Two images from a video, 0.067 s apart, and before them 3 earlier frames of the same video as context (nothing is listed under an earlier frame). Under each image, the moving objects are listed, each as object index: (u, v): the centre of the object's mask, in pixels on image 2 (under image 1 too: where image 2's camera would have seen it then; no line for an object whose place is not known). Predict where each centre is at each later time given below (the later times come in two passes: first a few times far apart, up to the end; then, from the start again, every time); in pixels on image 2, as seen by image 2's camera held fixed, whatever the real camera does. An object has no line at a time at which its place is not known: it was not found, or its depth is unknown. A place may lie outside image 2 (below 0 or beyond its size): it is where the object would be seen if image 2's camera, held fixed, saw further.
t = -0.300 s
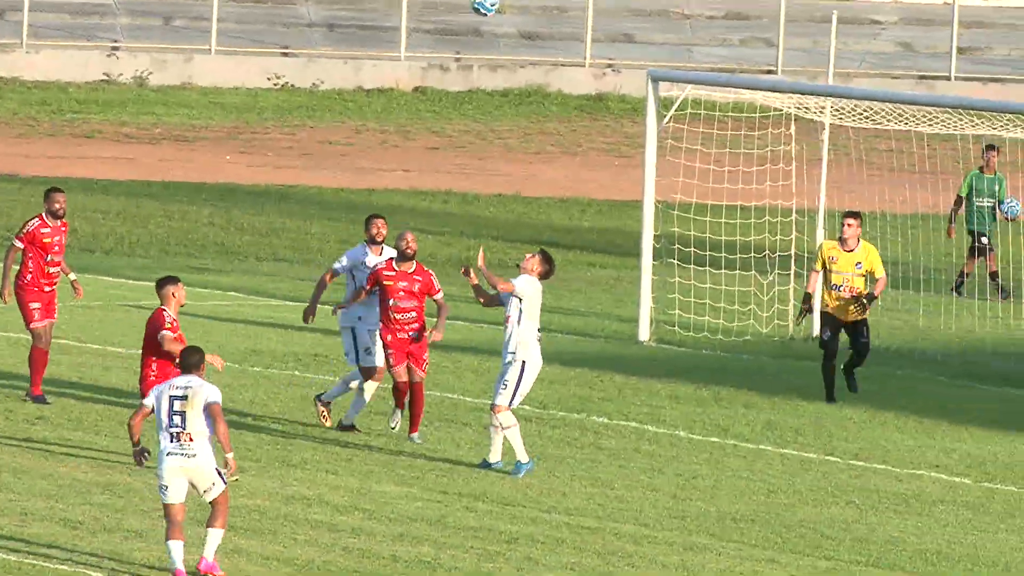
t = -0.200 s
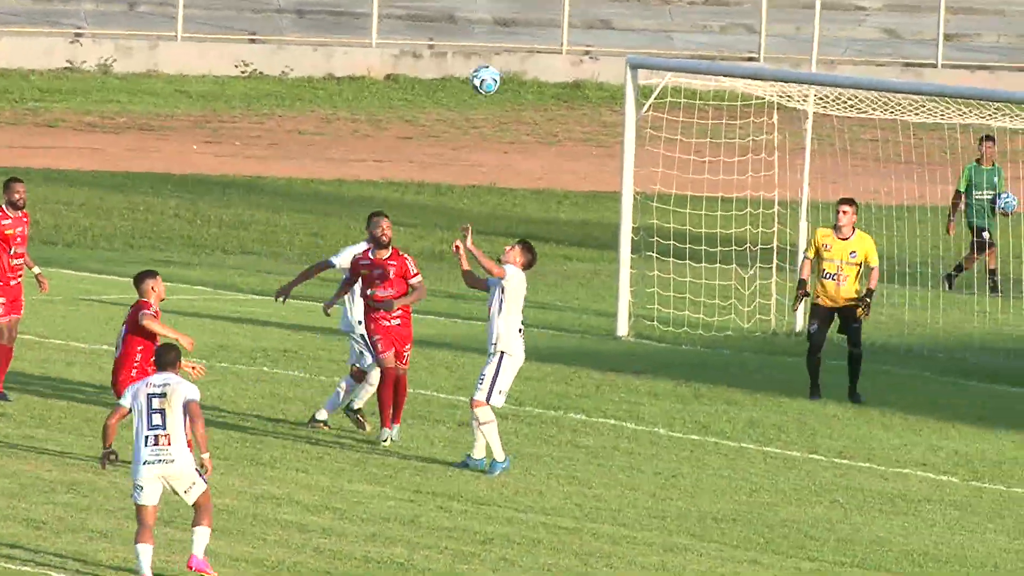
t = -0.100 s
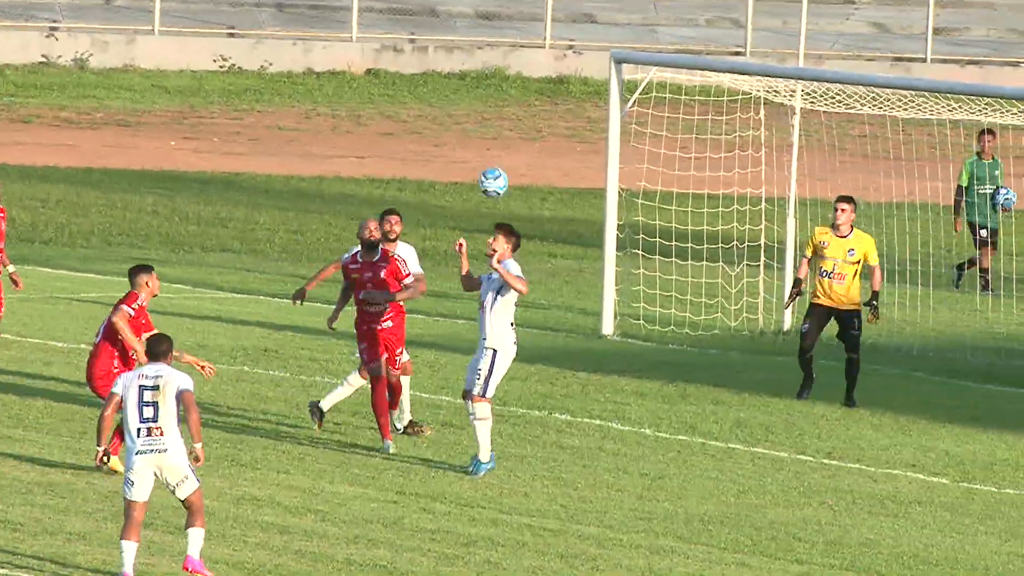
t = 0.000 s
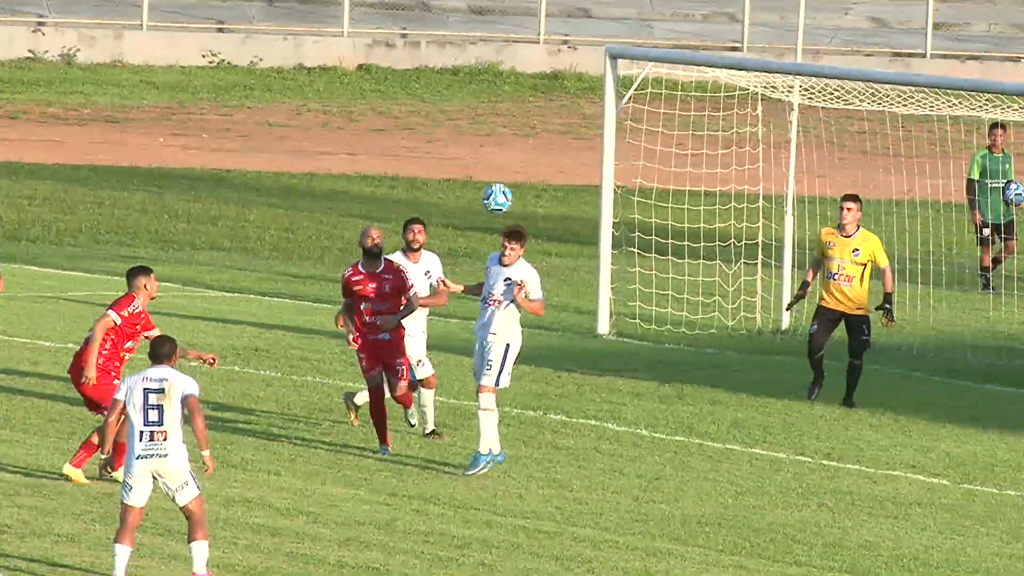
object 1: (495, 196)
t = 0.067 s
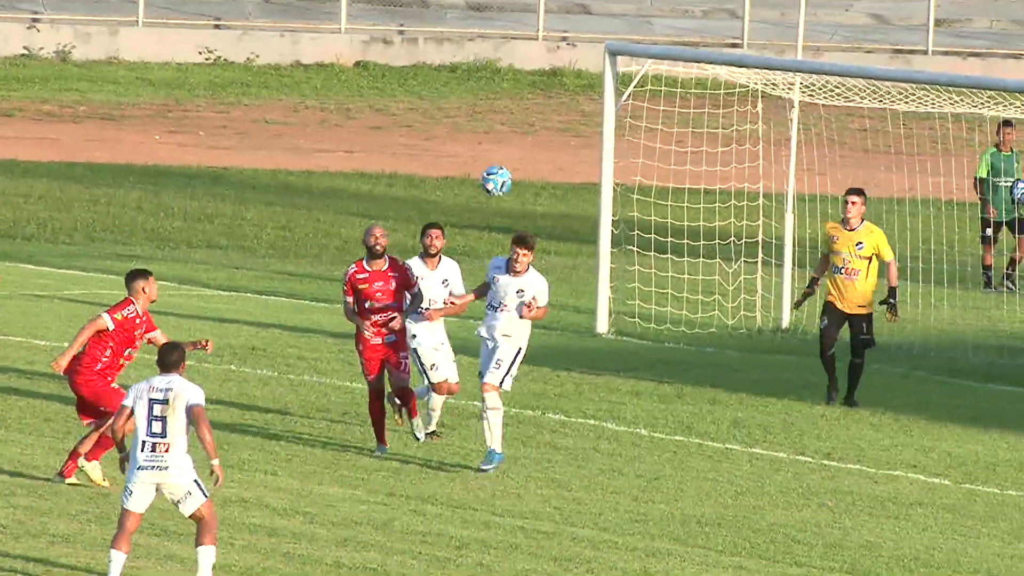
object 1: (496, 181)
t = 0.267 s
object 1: (499, 170)
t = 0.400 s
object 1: (500, 195)
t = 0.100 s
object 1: (497, 174)
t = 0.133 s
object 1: (497, 170)
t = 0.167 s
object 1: (499, 167)
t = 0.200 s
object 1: (499, 167)
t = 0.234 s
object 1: (499, 167)
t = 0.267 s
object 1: (499, 170)
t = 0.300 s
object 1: (500, 173)
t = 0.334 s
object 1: (500, 179)
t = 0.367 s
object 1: (500, 186)
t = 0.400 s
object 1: (500, 195)
